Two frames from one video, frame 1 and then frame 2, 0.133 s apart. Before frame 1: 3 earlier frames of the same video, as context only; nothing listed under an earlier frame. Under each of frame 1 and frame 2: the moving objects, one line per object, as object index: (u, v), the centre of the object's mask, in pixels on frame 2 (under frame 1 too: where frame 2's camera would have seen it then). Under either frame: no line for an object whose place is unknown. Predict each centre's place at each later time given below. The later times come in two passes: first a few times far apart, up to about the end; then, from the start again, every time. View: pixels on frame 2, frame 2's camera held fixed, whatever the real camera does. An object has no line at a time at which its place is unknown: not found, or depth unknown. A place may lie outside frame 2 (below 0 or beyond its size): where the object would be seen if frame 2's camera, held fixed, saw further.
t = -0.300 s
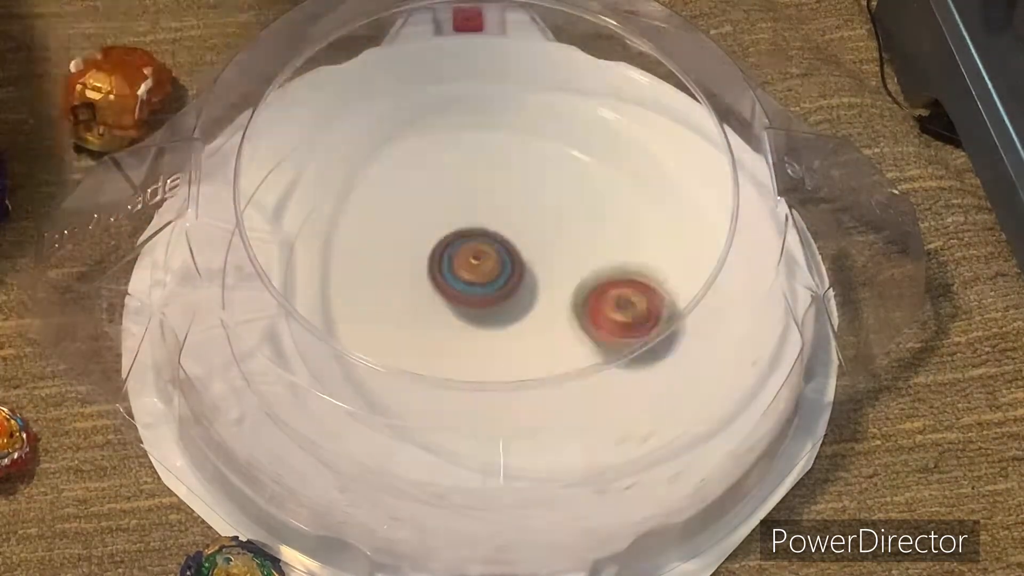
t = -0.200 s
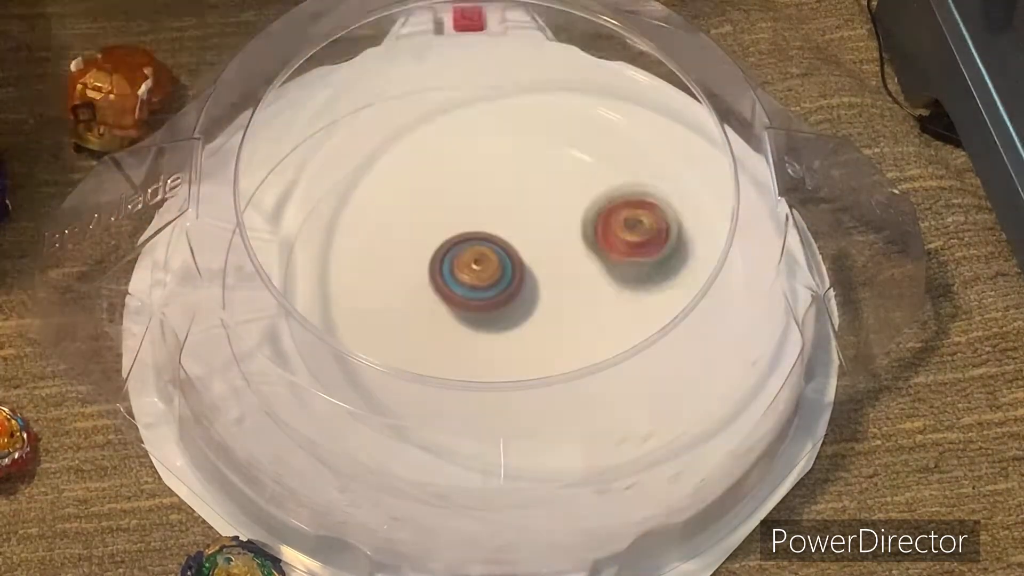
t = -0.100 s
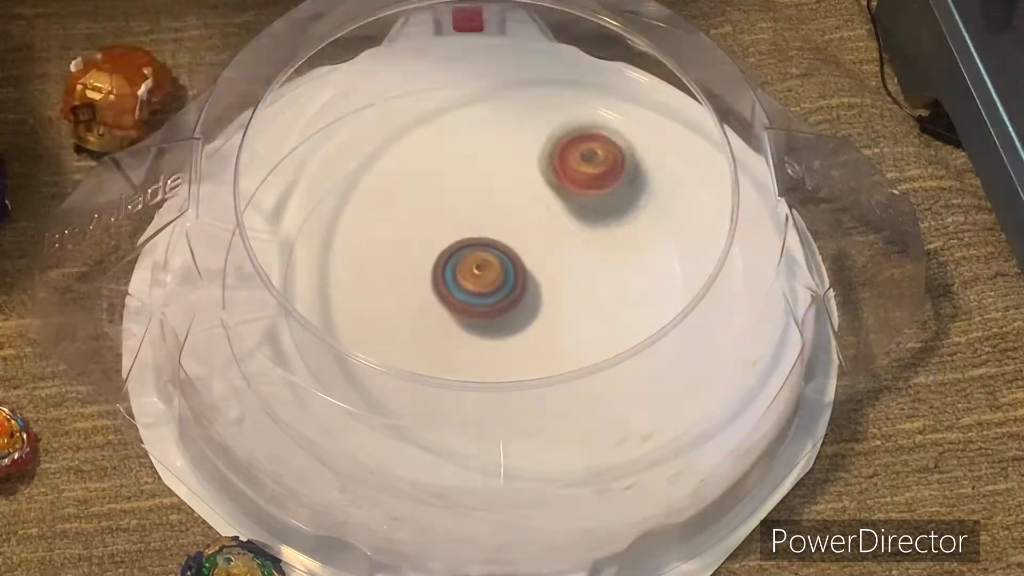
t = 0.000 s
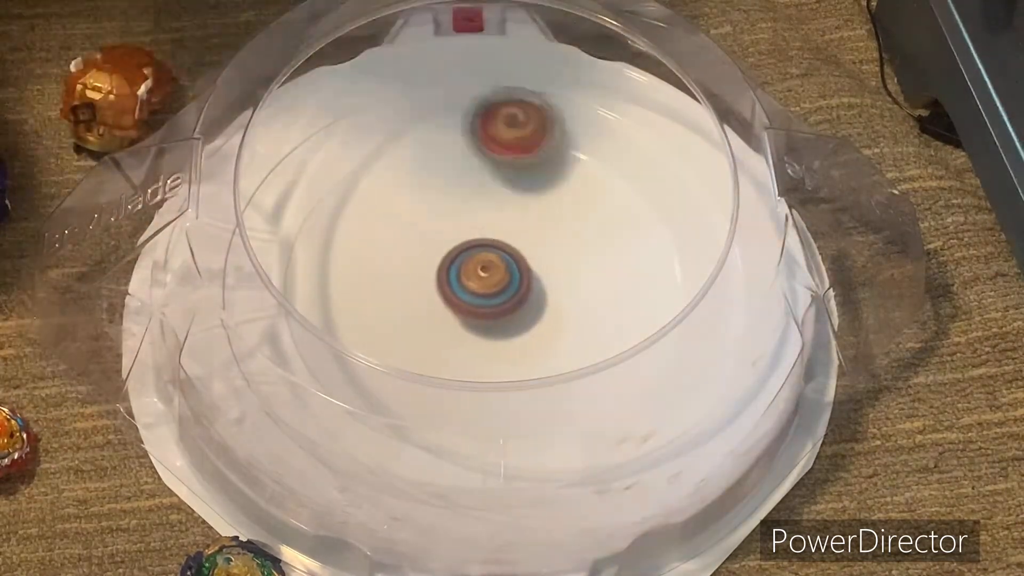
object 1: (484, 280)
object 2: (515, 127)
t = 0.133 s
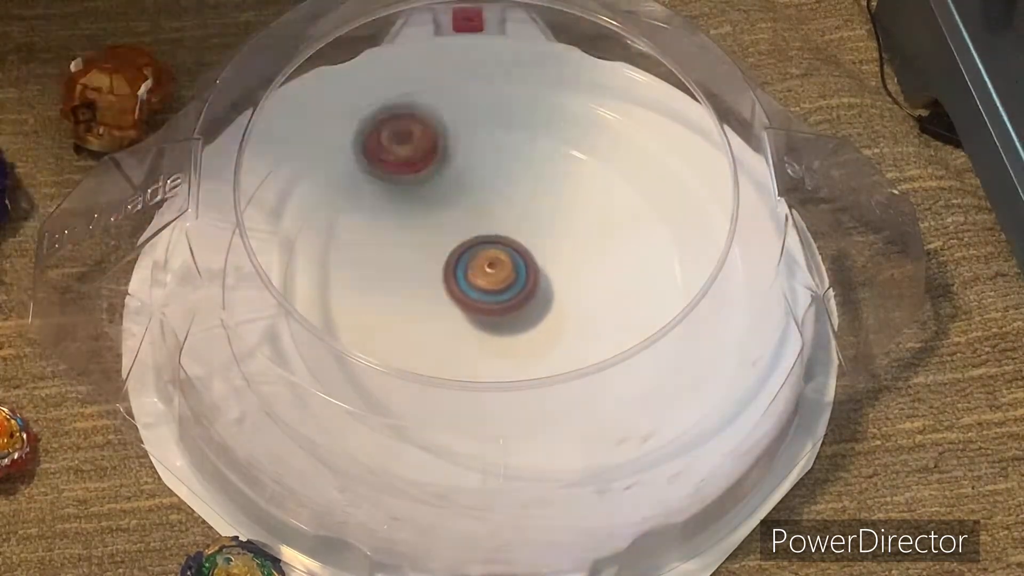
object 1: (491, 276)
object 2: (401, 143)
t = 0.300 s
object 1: (490, 268)
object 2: (326, 248)
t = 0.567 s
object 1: (479, 279)
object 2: (487, 399)
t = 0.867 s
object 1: (498, 287)
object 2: (647, 251)
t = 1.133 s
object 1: (493, 278)
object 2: (477, 149)
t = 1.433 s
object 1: (477, 288)
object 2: (335, 293)
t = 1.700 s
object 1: (484, 292)
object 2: (507, 389)
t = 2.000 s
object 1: (480, 282)
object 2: (598, 223)
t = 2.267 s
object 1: (474, 285)
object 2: (430, 167)
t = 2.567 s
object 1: (480, 278)
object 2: (383, 320)
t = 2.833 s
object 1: (476, 273)
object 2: (564, 339)
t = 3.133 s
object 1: (482, 281)
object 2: (546, 199)
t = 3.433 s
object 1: (494, 282)
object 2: (377, 227)
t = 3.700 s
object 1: (496, 281)
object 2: (409, 324)
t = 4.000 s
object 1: (502, 259)
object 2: (441, 372)
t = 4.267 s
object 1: (476, 262)
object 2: (463, 345)
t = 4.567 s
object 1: (464, 197)
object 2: (418, 381)
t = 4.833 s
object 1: (441, 233)
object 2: (448, 313)
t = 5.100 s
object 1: (499, 269)
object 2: (452, 337)
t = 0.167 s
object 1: (492, 275)
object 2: (376, 157)
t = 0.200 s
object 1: (492, 272)
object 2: (358, 175)
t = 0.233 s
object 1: (492, 271)
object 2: (343, 197)
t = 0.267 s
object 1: (491, 269)
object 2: (332, 220)
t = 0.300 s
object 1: (490, 268)
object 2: (326, 248)
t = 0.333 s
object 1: (488, 268)
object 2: (327, 277)
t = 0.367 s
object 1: (486, 268)
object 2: (334, 302)
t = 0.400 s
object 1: (484, 268)
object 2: (348, 326)
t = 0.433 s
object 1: (482, 270)
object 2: (367, 350)
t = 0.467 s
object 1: (480, 271)
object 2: (391, 369)
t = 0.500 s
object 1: (479, 273)
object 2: (420, 383)
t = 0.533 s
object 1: (478, 275)
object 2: (453, 394)
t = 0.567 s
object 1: (479, 279)
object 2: (487, 399)
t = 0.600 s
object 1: (479, 281)
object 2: (522, 399)
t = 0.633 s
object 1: (481, 283)
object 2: (550, 390)
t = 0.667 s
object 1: (482, 285)
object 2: (580, 382)
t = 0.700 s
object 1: (485, 287)
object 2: (603, 366)
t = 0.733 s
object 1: (488, 288)
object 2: (625, 344)
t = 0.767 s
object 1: (491, 288)
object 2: (638, 322)
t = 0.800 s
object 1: (493, 288)
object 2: (646, 300)
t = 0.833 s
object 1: (495, 287)
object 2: (651, 275)
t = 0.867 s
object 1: (498, 287)
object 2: (647, 251)
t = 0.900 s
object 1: (499, 286)
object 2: (640, 229)
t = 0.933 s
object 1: (500, 285)
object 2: (625, 208)
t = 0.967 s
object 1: (501, 283)
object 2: (606, 188)
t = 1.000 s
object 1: (500, 282)
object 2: (586, 174)
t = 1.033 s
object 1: (499, 281)
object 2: (558, 160)
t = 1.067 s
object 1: (498, 279)
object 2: (533, 152)
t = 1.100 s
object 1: (495, 279)
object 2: (503, 150)
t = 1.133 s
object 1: (493, 278)
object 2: (477, 149)
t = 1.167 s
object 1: (490, 278)
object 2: (445, 152)
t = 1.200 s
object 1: (486, 278)
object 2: (420, 160)
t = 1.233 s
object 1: (484, 279)
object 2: (392, 172)
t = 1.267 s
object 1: (481, 280)
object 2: (372, 188)
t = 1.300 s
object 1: (480, 281)
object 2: (354, 208)
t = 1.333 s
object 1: (478, 283)
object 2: (342, 226)
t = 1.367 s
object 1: (478, 284)
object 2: (334, 249)
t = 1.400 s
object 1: (477, 286)
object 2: (330, 272)
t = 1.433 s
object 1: (477, 288)
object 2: (335, 293)
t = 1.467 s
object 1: (477, 289)
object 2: (347, 311)
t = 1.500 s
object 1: (478, 290)
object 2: (354, 337)
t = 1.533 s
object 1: (479, 291)
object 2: (375, 355)
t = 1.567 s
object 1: (479, 292)
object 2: (396, 368)
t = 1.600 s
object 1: (480, 292)
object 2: (423, 384)
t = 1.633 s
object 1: (482, 293)
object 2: (448, 387)
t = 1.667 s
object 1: (483, 292)
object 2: (477, 393)
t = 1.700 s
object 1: (484, 292)
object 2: (507, 389)
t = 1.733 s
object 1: (485, 291)
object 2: (536, 379)
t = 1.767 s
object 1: (486, 289)
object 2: (559, 366)
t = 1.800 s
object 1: (486, 288)
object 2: (579, 349)
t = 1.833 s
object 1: (485, 287)
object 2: (596, 332)
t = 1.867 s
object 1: (485, 286)
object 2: (608, 314)
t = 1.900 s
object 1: (485, 285)
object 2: (611, 286)
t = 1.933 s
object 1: (484, 284)
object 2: (612, 266)
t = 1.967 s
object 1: (482, 283)
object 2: (607, 243)
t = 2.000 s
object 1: (480, 282)
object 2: (598, 223)
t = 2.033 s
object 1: (479, 282)
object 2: (584, 203)
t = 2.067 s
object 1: (476, 282)
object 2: (566, 188)
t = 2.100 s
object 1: (475, 282)
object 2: (546, 176)
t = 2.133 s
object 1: (474, 282)
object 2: (525, 169)
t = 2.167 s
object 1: (473, 282)
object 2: (500, 163)
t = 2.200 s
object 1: (474, 283)
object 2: (476, 160)
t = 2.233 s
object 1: (474, 285)
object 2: (453, 161)
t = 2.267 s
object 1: (474, 285)
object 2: (430, 167)
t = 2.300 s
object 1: (474, 285)
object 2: (409, 175)
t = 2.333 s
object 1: (475, 285)
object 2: (391, 188)
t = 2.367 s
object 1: (477, 285)
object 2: (376, 205)
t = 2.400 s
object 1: (477, 284)
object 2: (365, 221)
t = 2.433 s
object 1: (478, 283)
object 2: (359, 240)
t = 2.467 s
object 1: (479, 282)
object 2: (357, 261)
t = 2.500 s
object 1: (479, 281)
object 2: (359, 285)
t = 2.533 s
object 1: (480, 279)
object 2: (367, 305)
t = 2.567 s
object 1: (480, 278)
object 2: (383, 320)
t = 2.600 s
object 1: (480, 277)
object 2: (401, 334)
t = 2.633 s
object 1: (480, 275)
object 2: (423, 344)
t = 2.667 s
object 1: (479, 275)
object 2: (444, 361)
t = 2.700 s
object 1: (478, 273)
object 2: (469, 367)
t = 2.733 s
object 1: (478, 273)
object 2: (495, 368)
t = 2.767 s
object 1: (477, 272)
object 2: (522, 364)
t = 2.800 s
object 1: (476, 272)
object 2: (546, 354)
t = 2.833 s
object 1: (476, 273)
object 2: (564, 339)
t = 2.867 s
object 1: (475, 273)
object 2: (580, 328)
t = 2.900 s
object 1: (475, 274)
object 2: (591, 312)
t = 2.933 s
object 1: (476, 275)
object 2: (597, 293)
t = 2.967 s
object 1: (475, 276)
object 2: (600, 275)
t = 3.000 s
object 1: (475, 276)
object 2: (598, 254)
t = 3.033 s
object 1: (477, 278)
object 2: (590, 236)
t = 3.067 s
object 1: (478, 280)
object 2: (578, 223)
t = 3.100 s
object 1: (480, 280)
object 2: (564, 209)
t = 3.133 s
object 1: (482, 281)
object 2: (546, 199)
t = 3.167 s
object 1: (483, 281)
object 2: (526, 192)
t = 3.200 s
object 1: (485, 280)
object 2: (505, 188)
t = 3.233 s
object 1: (486, 279)
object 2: (482, 187)
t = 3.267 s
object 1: (487, 279)
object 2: (461, 190)
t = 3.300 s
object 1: (488, 278)
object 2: (441, 197)
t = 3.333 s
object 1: (488, 277)
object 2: (422, 204)
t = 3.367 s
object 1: (490, 280)
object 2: (404, 210)
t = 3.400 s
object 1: (492, 281)
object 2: (389, 215)
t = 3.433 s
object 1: (494, 282)
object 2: (377, 227)
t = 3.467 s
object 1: (496, 283)
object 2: (369, 238)
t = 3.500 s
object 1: (496, 283)
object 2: (364, 251)
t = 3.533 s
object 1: (498, 283)
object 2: (361, 264)
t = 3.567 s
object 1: (498, 283)
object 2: (363, 278)
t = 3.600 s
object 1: (498, 283)
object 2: (370, 290)
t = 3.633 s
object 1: (497, 282)
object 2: (378, 303)
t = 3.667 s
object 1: (497, 282)
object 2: (392, 314)
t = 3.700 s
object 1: (496, 281)
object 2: (409, 324)
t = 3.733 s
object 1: (496, 280)
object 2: (425, 331)
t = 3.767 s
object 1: (504, 276)
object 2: (430, 336)
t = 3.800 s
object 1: (515, 269)
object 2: (432, 344)
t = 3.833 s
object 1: (521, 264)
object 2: (435, 349)
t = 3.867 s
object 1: (522, 261)
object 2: (437, 353)
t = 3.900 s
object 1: (520, 259)
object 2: (440, 355)
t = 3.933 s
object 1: (515, 259)
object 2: (437, 369)
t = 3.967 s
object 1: (509, 259)
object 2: (440, 370)
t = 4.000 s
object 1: (502, 259)
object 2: (441, 372)
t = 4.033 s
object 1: (496, 260)
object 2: (445, 371)
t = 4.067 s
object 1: (490, 263)
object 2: (449, 369)
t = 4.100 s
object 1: (485, 266)
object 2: (454, 365)
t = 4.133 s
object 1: (480, 269)
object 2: (459, 353)
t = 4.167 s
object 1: (477, 272)
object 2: (463, 350)
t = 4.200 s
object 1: (477, 268)
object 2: (462, 347)
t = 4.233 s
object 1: (476, 265)
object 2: (465, 346)
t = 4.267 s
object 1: (476, 262)
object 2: (463, 345)
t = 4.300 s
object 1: (485, 241)
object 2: (451, 361)
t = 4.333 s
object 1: (490, 224)
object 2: (441, 375)
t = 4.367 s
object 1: (493, 213)
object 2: (435, 384)
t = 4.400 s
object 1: (491, 207)
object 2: (430, 387)
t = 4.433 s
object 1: (486, 203)
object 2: (427, 390)
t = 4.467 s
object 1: (480, 200)
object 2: (423, 390)
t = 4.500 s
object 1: (474, 198)
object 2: (420, 389)
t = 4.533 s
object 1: (469, 197)
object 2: (417, 385)
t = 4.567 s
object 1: (464, 197)
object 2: (418, 381)
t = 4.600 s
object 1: (459, 199)
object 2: (417, 377)
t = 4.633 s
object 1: (454, 201)
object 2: (417, 368)
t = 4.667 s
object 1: (450, 205)
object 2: (421, 360)
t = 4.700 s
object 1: (447, 210)
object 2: (424, 350)
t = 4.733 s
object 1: (444, 216)
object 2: (428, 340)
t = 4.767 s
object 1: (442, 223)
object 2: (436, 332)
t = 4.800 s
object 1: (441, 230)
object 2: (443, 320)
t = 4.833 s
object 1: (441, 233)
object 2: (448, 313)
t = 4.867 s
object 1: (447, 234)
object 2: (443, 314)
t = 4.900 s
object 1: (460, 237)
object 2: (438, 317)
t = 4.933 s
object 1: (471, 243)
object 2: (435, 323)
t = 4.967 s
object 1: (480, 250)
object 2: (435, 329)
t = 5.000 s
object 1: (485, 257)
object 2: (440, 332)
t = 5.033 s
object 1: (489, 262)
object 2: (444, 336)
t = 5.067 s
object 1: (493, 265)
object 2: (451, 336)
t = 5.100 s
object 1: (499, 269)
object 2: (452, 337)
